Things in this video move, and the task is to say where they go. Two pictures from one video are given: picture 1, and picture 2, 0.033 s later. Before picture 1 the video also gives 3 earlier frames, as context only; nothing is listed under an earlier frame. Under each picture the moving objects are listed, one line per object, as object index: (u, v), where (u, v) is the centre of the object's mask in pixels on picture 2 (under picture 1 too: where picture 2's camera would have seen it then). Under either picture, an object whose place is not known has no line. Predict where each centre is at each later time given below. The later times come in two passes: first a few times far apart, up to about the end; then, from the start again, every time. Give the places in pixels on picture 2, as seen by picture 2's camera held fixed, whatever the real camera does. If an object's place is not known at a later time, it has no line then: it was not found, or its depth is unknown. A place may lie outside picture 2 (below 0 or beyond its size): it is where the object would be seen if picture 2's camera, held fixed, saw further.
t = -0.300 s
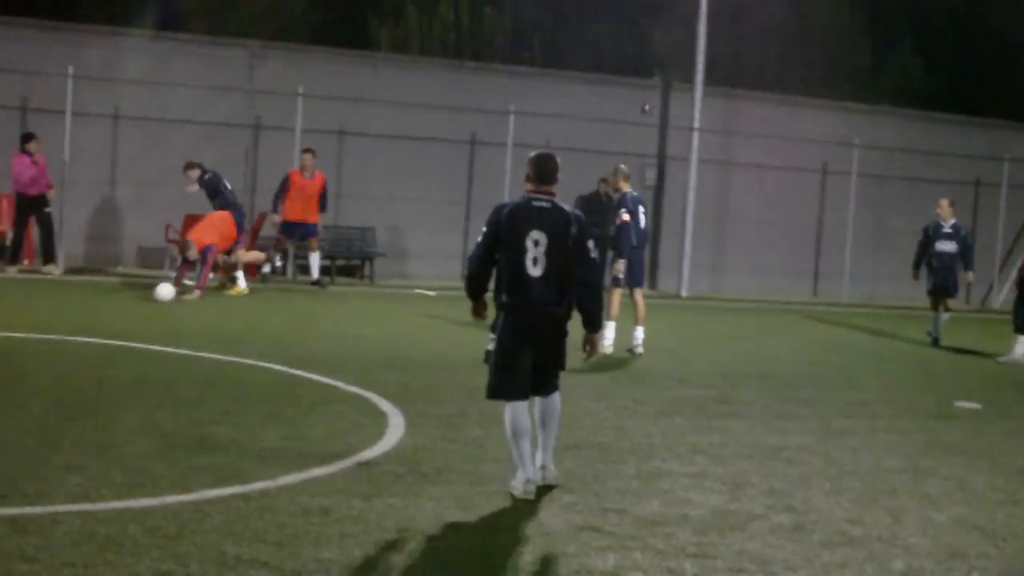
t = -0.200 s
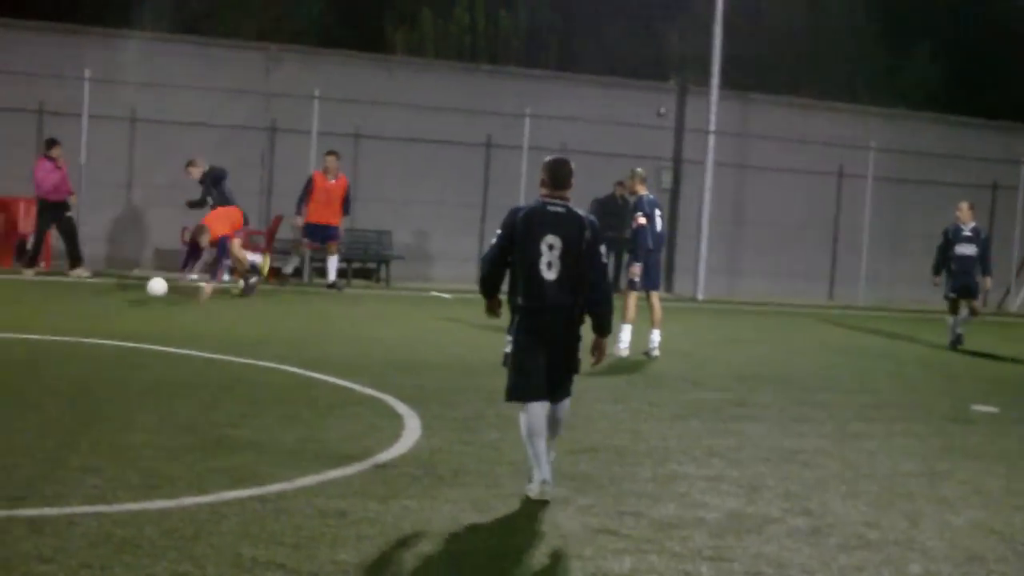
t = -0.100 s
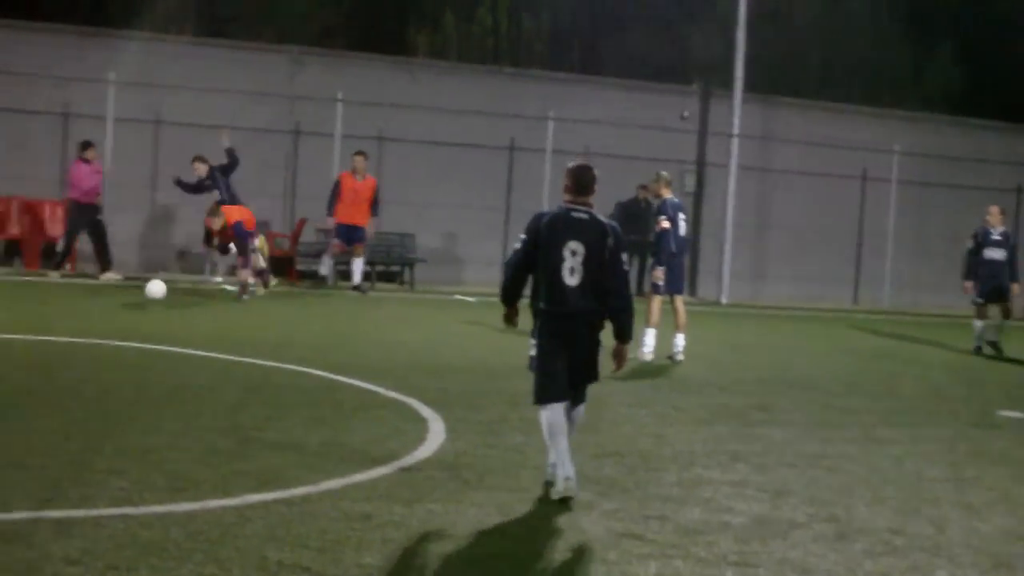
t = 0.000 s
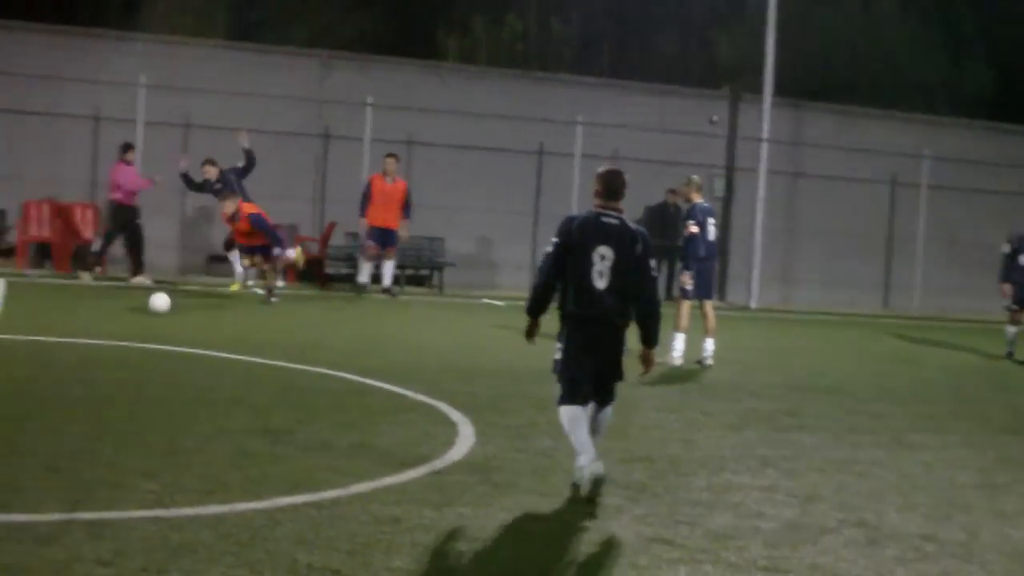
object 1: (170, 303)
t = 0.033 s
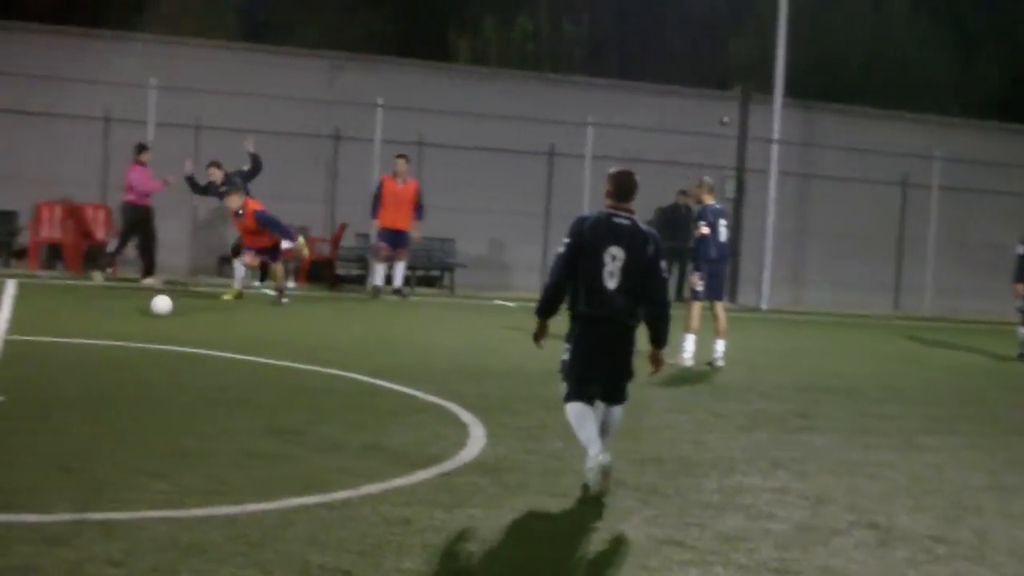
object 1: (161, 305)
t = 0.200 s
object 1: (116, 303)
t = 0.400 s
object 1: (58, 306)
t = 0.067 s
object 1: (152, 303)
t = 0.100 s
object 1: (144, 301)
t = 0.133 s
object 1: (135, 301)
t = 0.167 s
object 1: (125, 301)
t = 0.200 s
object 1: (116, 303)
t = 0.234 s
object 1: (106, 306)
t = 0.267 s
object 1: (97, 308)
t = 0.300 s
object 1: (88, 305)
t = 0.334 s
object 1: (78, 305)
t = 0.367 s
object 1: (68, 304)
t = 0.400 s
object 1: (58, 306)
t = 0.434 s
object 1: (48, 309)
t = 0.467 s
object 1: (38, 311)
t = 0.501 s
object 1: (29, 309)
